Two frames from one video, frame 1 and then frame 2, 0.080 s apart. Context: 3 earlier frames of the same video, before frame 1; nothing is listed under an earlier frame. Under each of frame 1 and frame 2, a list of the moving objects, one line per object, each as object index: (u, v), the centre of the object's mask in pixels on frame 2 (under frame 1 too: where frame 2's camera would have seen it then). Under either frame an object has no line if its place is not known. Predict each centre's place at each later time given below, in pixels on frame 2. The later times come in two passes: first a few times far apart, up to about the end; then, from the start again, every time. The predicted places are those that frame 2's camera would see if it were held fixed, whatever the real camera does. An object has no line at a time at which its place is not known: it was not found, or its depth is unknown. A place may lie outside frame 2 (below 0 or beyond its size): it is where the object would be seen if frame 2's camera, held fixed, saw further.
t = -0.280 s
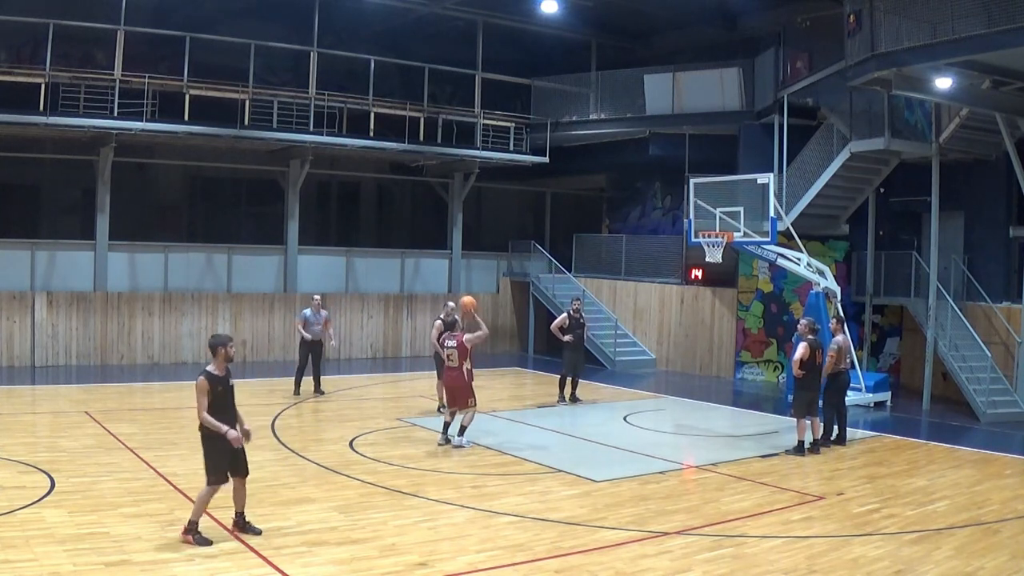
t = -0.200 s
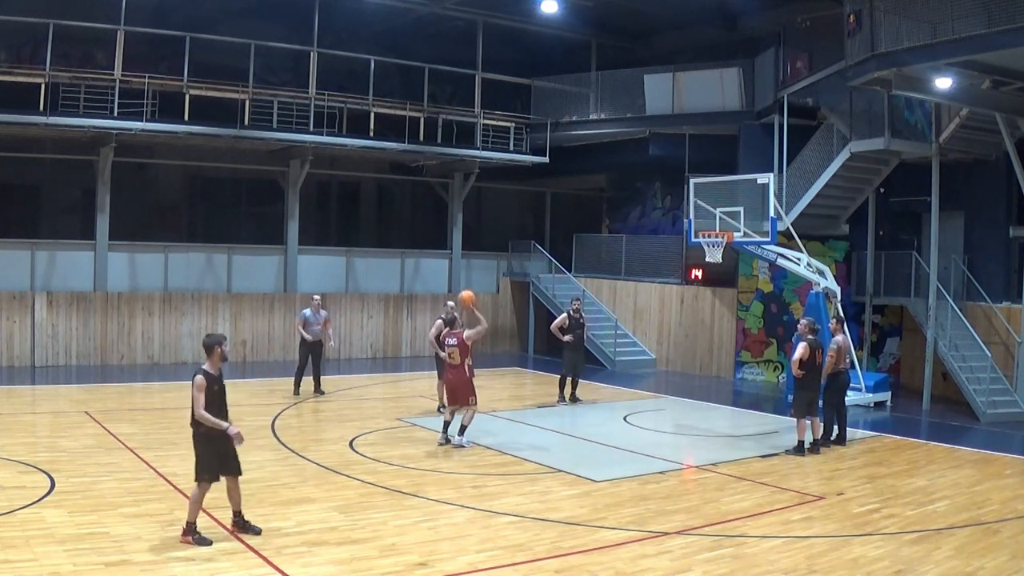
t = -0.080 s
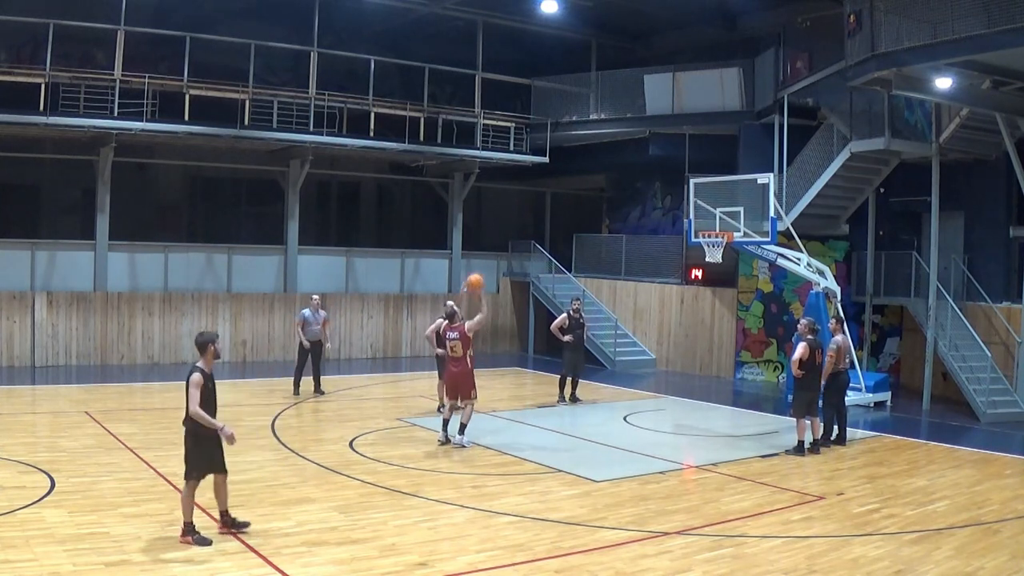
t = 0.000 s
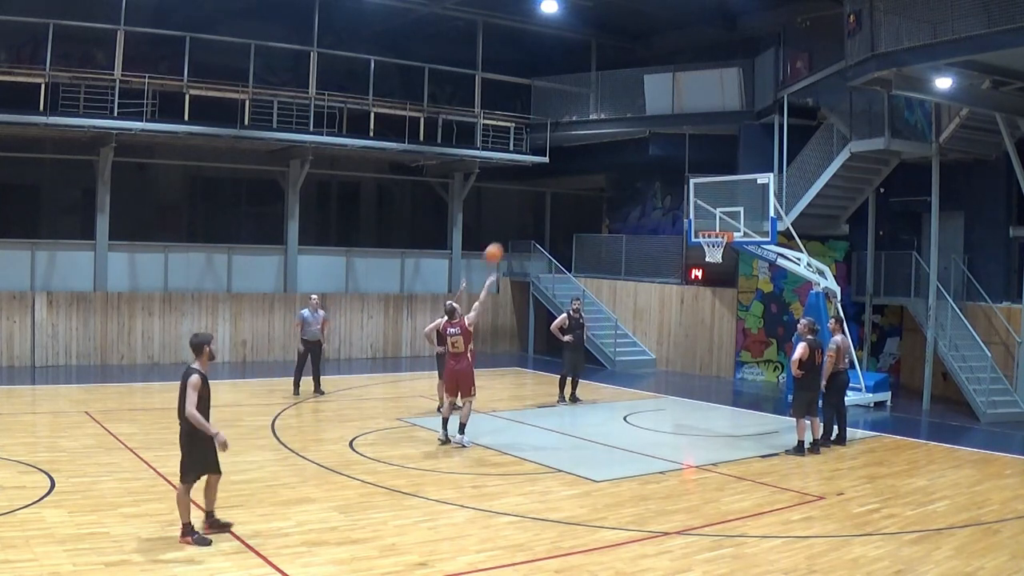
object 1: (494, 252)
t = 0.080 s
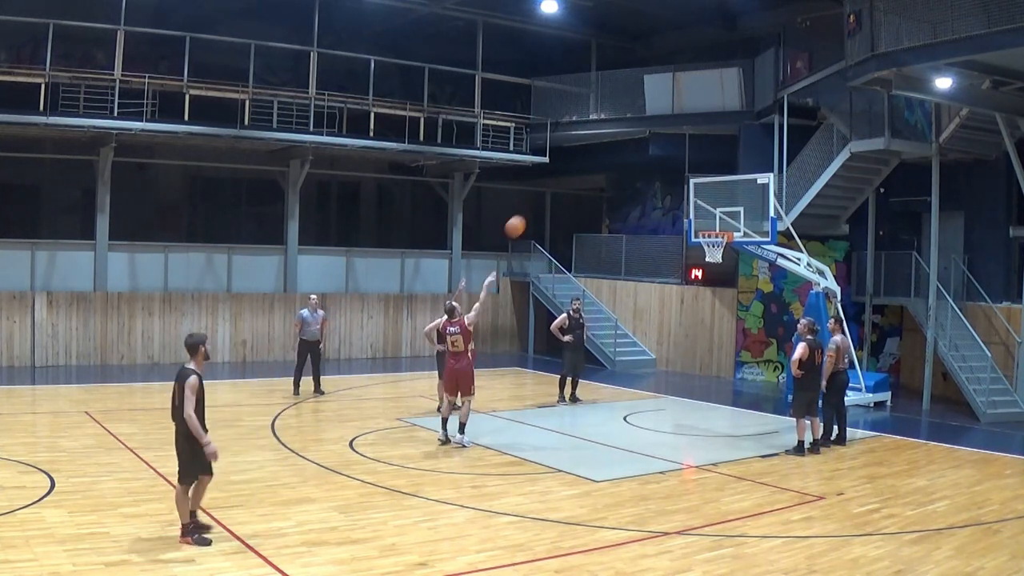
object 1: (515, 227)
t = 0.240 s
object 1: (557, 187)
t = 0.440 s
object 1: (605, 164)
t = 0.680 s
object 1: (656, 173)
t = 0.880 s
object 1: (694, 208)
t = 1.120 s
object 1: (721, 213)
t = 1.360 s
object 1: (718, 217)
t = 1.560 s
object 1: (711, 225)
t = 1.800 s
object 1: (717, 227)
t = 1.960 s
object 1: (710, 240)
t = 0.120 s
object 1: (526, 215)
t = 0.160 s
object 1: (536, 204)
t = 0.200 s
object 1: (547, 195)
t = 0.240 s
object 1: (557, 187)
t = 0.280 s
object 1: (567, 180)
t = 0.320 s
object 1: (577, 175)
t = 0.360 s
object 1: (586, 170)
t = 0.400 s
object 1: (596, 167)
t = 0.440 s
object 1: (605, 164)
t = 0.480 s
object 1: (614, 163)
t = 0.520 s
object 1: (623, 163)
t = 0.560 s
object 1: (631, 164)
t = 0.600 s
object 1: (640, 167)
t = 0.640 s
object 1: (648, 170)
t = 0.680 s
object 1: (656, 173)
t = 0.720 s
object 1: (664, 178)
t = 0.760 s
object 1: (672, 184)
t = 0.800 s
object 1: (679, 191)
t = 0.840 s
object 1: (687, 198)
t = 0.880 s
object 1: (694, 208)
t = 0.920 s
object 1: (702, 217)
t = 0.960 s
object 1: (708, 224)
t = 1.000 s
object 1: (711, 221)
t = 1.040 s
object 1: (715, 217)
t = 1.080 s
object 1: (717, 215)
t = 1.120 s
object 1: (721, 213)
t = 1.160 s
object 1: (724, 213)
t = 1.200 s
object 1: (727, 214)
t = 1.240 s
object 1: (726, 213)
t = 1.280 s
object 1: (723, 214)
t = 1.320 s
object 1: (721, 214)
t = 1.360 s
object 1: (718, 217)
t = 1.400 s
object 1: (716, 219)
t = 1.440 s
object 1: (713, 224)
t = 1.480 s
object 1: (711, 225)
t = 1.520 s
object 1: (711, 225)
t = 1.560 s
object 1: (711, 225)
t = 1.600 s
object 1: (711, 225)
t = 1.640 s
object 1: (711, 226)
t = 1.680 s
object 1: (712, 226)
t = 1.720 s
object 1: (713, 226)
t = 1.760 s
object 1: (715, 226)
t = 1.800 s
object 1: (717, 227)
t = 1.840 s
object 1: (717, 228)
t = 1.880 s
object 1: (715, 229)
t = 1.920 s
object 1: (713, 233)
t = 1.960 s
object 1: (710, 240)
